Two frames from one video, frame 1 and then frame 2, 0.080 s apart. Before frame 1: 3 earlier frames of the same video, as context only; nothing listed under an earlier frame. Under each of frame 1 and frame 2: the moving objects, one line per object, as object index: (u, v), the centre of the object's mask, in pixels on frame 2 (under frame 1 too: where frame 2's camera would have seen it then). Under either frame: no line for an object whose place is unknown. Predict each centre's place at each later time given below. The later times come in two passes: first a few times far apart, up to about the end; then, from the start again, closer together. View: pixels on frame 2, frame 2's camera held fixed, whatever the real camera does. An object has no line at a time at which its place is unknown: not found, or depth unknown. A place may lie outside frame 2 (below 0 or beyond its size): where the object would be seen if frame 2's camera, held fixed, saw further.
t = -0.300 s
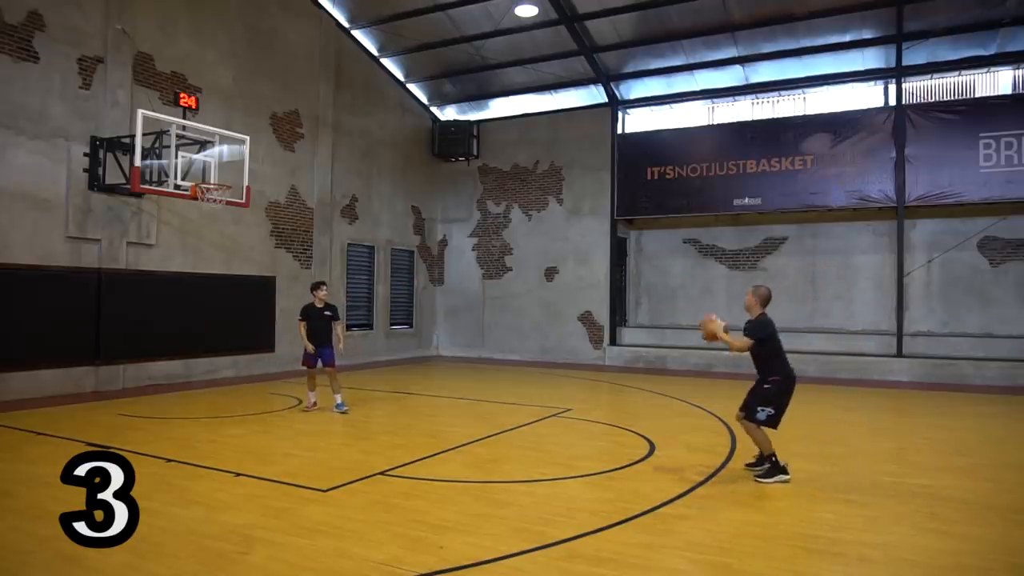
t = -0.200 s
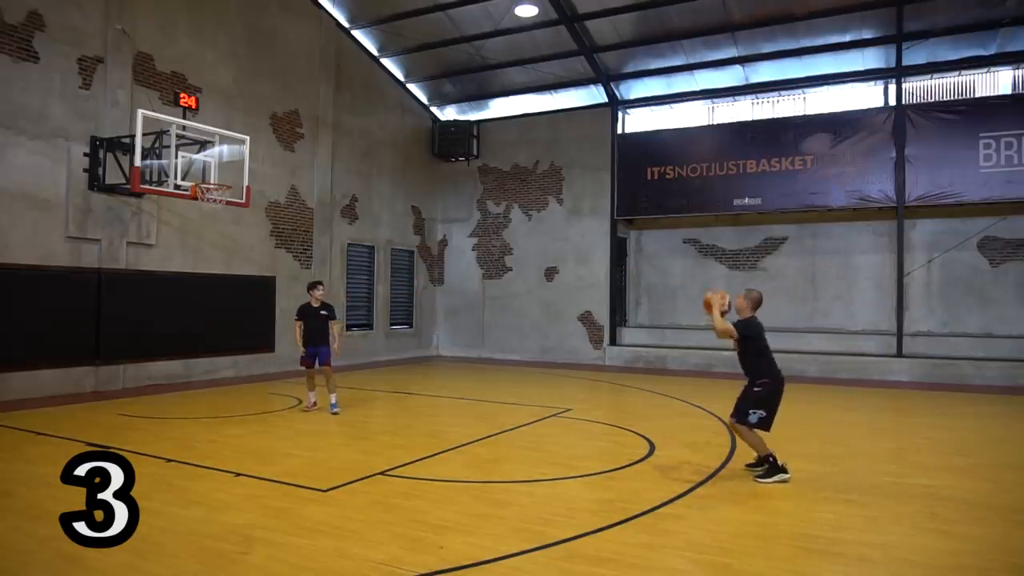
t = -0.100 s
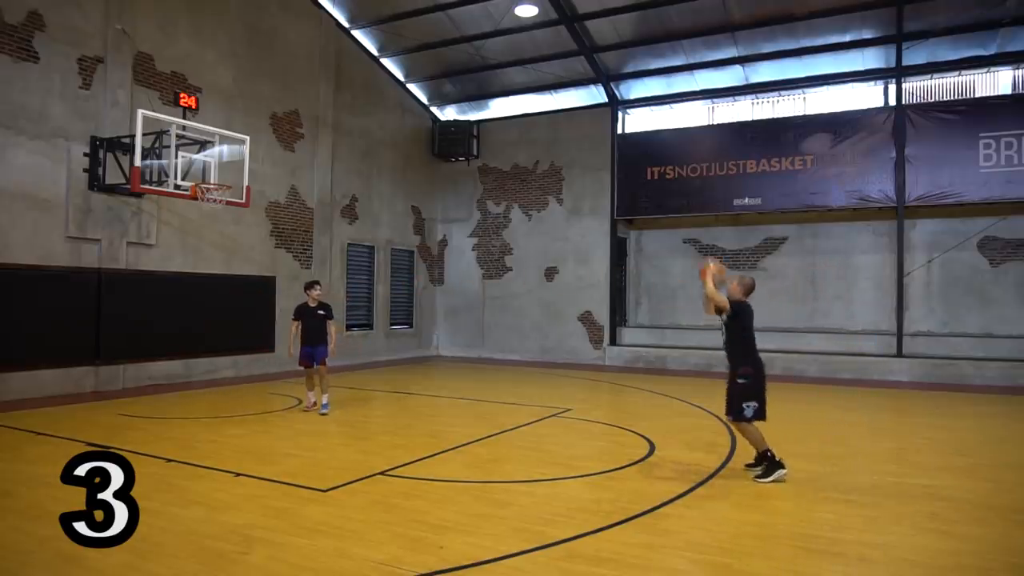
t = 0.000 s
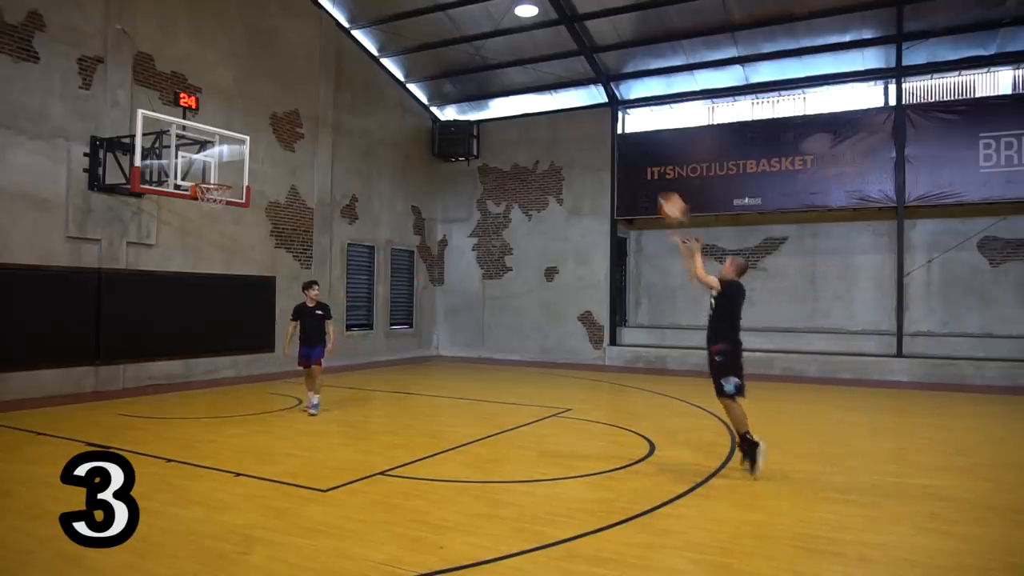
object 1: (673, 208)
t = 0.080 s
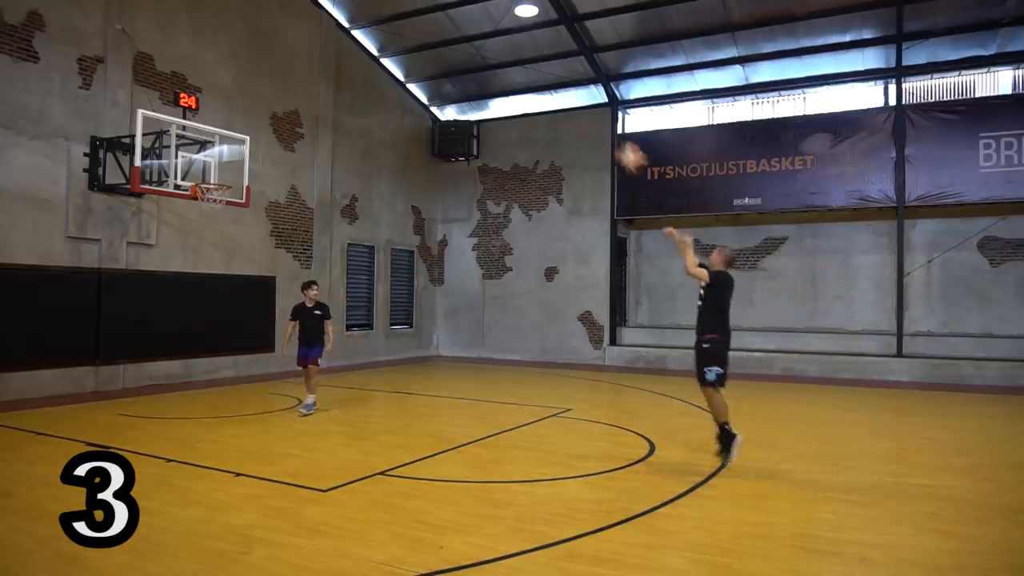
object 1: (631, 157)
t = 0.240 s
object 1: (556, 81)
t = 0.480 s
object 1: (460, 26)
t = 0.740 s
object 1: (370, 26)
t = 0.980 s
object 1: (300, 70)
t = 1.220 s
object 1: (238, 152)
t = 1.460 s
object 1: (220, 149)
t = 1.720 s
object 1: (217, 144)
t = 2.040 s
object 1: (210, 203)
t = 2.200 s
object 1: (210, 237)
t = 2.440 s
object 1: (208, 321)
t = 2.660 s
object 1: (206, 372)
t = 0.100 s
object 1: (622, 148)
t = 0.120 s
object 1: (612, 137)
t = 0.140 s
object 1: (603, 124)
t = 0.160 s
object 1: (594, 116)
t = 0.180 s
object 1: (584, 108)
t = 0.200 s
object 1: (573, 98)
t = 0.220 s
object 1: (564, 88)
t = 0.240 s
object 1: (556, 81)
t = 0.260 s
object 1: (549, 75)
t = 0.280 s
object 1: (538, 69)
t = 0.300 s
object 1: (531, 62)
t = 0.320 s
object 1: (522, 57)
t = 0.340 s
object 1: (514, 51)
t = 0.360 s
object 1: (506, 46)
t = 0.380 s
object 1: (498, 41)
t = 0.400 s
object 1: (490, 38)
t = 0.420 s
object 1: (481, 35)
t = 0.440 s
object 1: (474, 32)
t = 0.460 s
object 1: (466, 28)
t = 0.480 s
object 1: (460, 26)
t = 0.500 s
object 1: (451, 23)
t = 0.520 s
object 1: (444, 22)
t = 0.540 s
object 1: (437, 20)
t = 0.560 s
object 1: (429, 19)
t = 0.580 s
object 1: (424, 18)
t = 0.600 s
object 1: (416, 18)
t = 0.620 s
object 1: (409, 18)
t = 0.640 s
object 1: (403, 19)
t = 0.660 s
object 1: (395, 19)
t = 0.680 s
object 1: (390, 21)
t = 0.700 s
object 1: (384, 22)
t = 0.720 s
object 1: (376, 23)
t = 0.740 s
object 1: (370, 26)
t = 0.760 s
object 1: (365, 27)
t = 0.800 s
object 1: (352, 33)
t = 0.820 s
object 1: (345, 36)
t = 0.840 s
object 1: (340, 39)
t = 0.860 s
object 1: (334, 43)
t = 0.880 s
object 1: (329, 46)
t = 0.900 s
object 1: (323, 51)
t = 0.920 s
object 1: (317, 55)
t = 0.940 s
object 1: (311, 60)
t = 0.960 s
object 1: (306, 65)
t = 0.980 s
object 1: (300, 70)
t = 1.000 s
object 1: (295, 76)
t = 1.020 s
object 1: (290, 81)
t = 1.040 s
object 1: (285, 86)
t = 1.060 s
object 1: (279, 92)
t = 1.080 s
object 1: (273, 100)
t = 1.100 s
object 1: (269, 106)
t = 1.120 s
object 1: (264, 112)
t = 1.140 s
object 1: (258, 120)
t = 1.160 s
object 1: (254, 128)
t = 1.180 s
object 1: (249, 135)
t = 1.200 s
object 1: (243, 144)
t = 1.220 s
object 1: (238, 152)
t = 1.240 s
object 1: (233, 159)
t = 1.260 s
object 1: (229, 168)
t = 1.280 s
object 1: (224, 176)
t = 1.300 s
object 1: (223, 175)
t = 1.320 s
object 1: (223, 170)
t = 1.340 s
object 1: (223, 167)
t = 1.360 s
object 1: (221, 163)
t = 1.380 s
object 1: (221, 160)
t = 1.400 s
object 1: (222, 157)
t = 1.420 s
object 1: (221, 154)
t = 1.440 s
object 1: (221, 151)
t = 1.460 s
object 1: (220, 149)
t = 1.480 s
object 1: (220, 147)
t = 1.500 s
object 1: (220, 146)
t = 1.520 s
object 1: (220, 144)
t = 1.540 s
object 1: (220, 143)
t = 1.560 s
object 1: (219, 142)
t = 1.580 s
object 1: (219, 141)
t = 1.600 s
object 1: (219, 141)
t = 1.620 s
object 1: (219, 141)
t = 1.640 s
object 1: (219, 141)
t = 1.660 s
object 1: (219, 141)
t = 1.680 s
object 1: (218, 142)
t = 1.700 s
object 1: (218, 142)
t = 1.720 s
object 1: (217, 144)
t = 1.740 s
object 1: (216, 145)
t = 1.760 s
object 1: (216, 146)
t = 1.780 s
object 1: (216, 149)
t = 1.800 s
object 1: (215, 152)
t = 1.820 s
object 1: (215, 153)
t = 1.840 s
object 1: (214, 157)
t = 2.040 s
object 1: (210, 203)
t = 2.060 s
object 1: (210, 207)
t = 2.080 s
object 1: (210, 211)
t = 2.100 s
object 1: (210, 212)
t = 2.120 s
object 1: (210, 217)
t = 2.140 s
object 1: (210, 221)
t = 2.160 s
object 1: (210, 226)
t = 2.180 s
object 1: (210, 231)
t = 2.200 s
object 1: (210, 237)
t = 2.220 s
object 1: (209, 242)
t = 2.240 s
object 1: (209, 247)
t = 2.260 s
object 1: (209, 254)
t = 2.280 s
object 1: (210, 260)
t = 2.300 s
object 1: (209, 268)
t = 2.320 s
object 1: (208, 275)
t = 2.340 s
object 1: (208, 282)
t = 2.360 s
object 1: (208, 289)
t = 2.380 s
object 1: (208, 297)
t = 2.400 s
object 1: (208, 305)
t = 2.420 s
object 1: (208, 313)
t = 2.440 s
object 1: (208, 321)
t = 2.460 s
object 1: (207, 330)
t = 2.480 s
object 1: (207, 340)
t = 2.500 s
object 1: (207, 348)
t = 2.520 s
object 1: (207, 358)
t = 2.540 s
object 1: (207, 369)
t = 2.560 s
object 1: (209, 381)
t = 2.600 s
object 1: (207, 392)
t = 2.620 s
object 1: (207, 389)
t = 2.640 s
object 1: (205, 378)
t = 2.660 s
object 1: (206, 372)
